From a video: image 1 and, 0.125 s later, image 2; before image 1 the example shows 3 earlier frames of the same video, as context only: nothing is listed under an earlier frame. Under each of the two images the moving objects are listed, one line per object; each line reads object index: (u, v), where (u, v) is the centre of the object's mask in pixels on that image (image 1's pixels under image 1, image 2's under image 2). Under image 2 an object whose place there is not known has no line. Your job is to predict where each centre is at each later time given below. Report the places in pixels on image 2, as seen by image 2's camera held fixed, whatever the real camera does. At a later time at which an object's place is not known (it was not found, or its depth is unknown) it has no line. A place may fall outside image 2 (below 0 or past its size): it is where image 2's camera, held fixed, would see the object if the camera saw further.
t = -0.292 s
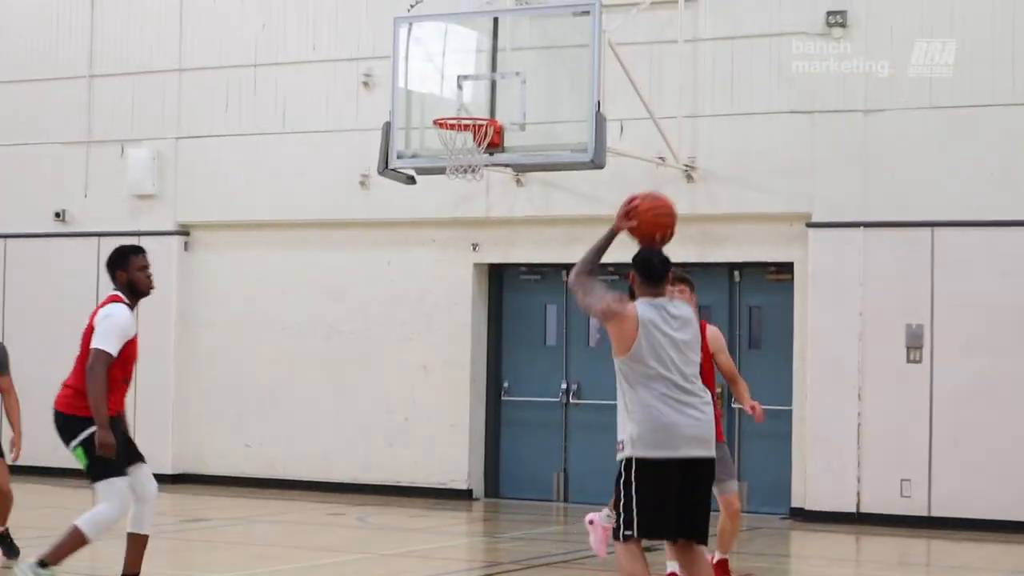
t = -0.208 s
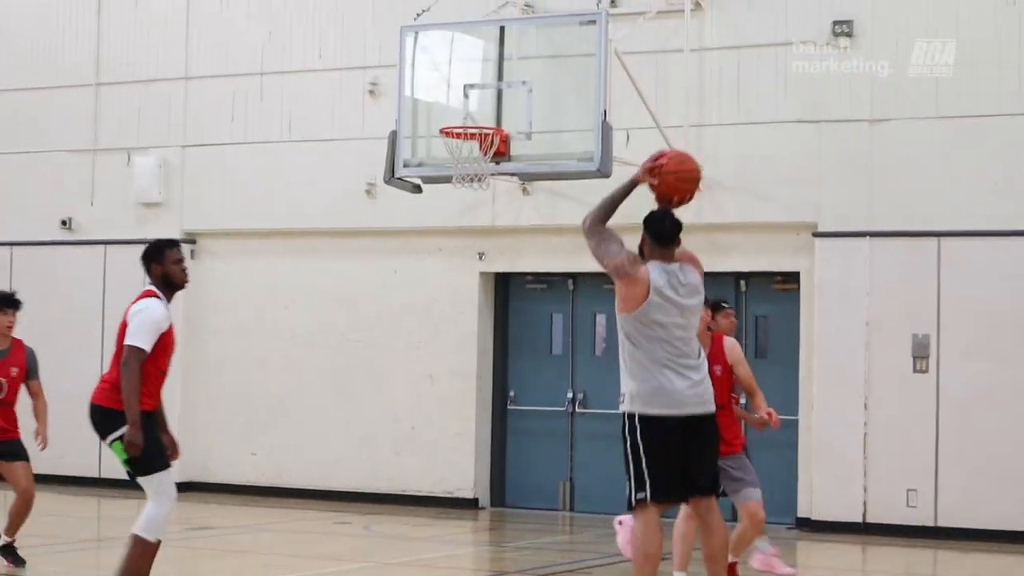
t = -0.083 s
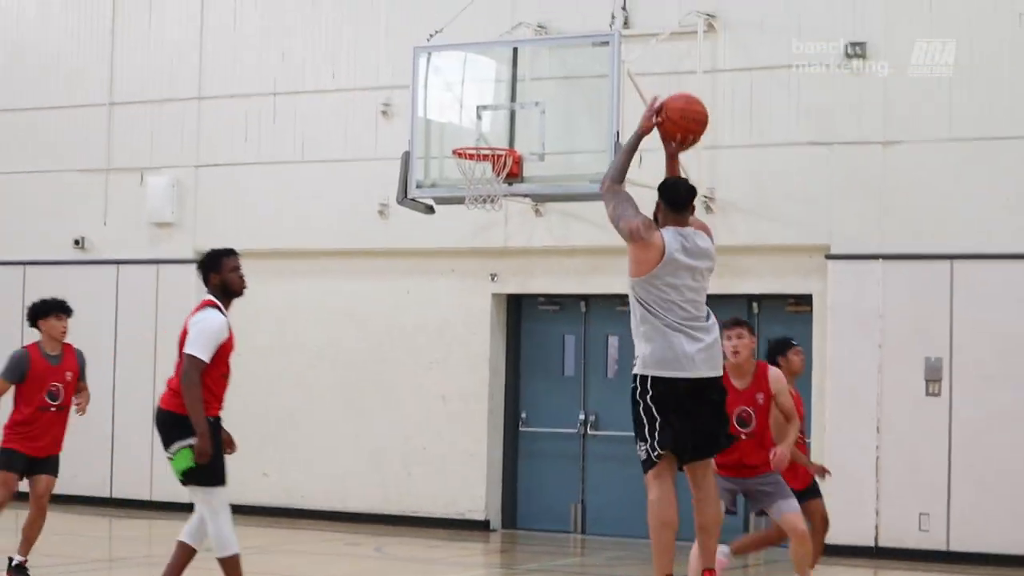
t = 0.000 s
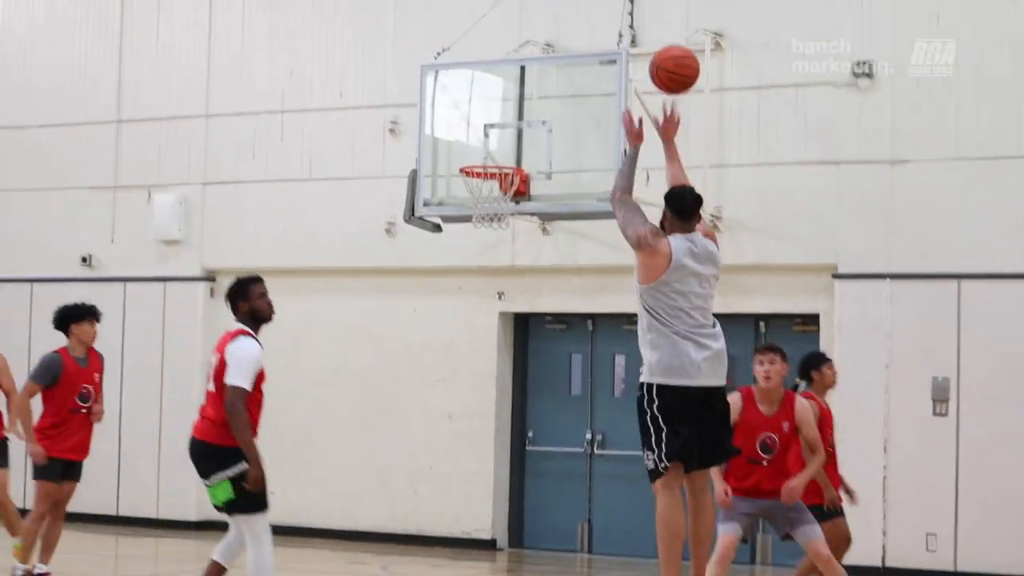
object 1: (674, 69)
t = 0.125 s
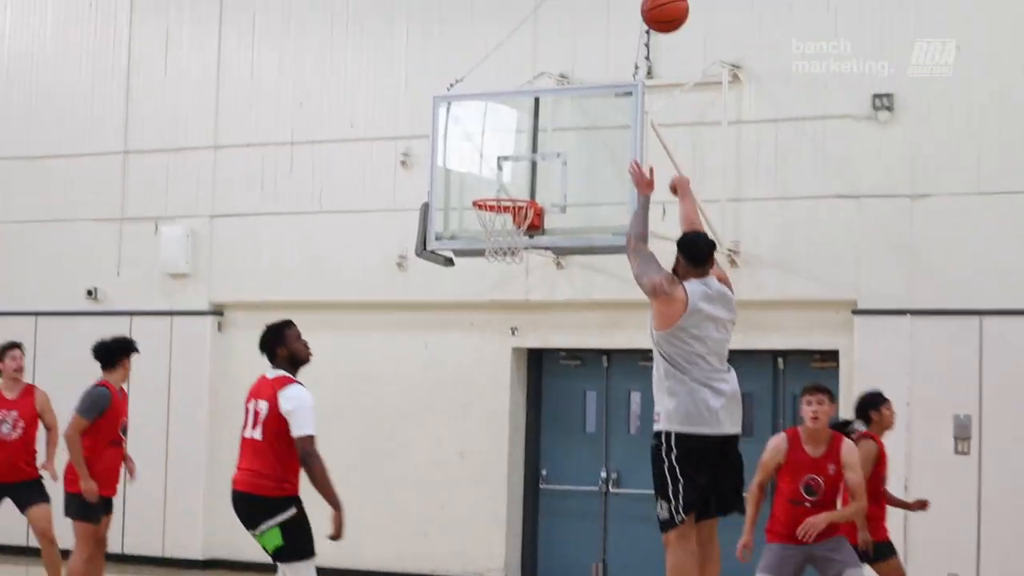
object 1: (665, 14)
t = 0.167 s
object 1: (655, -5)
